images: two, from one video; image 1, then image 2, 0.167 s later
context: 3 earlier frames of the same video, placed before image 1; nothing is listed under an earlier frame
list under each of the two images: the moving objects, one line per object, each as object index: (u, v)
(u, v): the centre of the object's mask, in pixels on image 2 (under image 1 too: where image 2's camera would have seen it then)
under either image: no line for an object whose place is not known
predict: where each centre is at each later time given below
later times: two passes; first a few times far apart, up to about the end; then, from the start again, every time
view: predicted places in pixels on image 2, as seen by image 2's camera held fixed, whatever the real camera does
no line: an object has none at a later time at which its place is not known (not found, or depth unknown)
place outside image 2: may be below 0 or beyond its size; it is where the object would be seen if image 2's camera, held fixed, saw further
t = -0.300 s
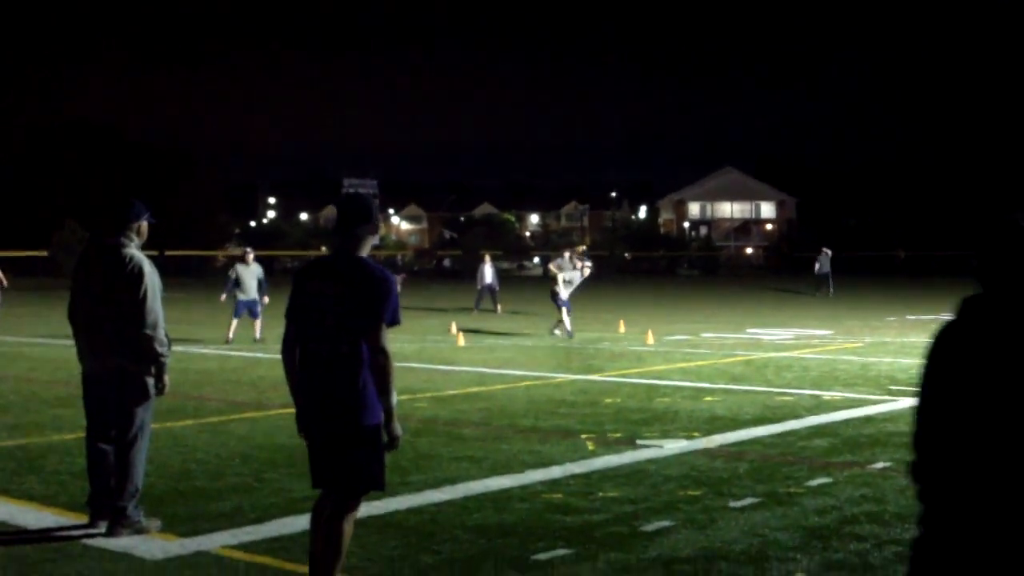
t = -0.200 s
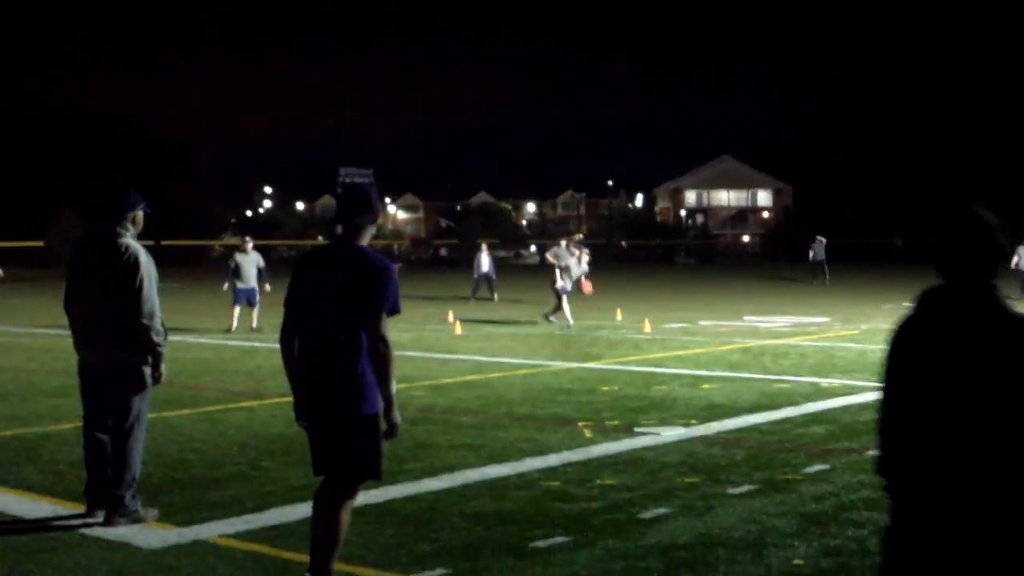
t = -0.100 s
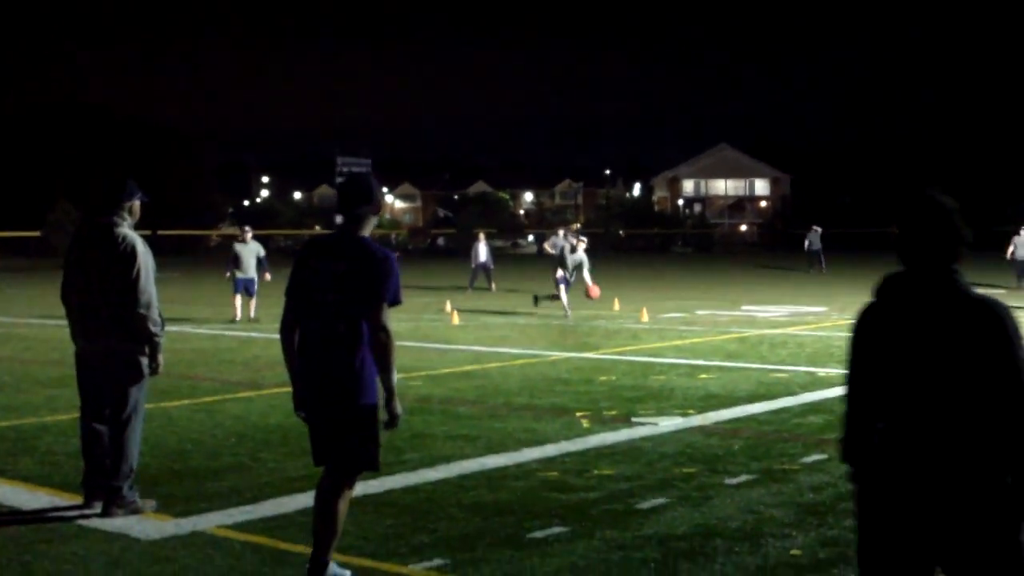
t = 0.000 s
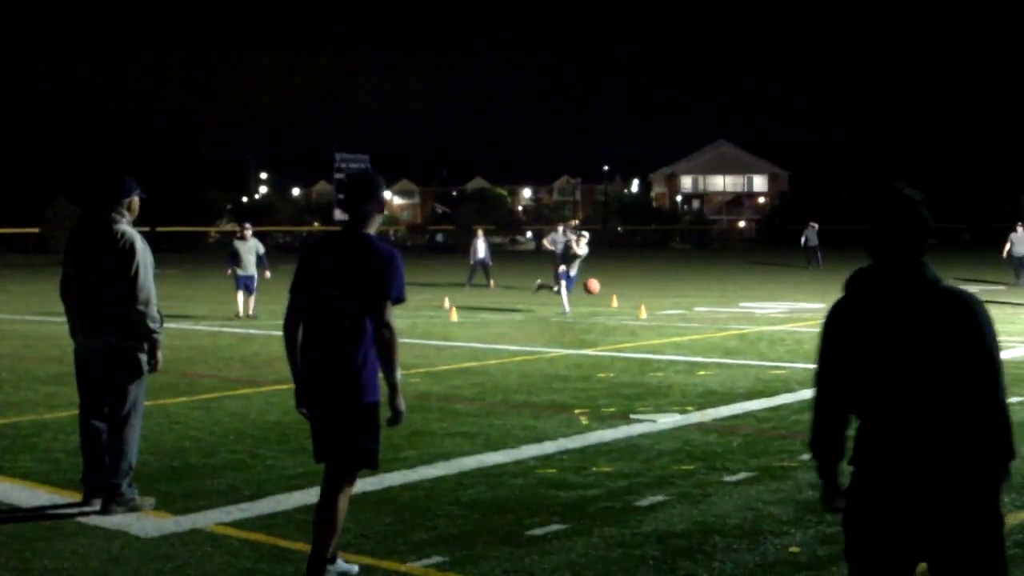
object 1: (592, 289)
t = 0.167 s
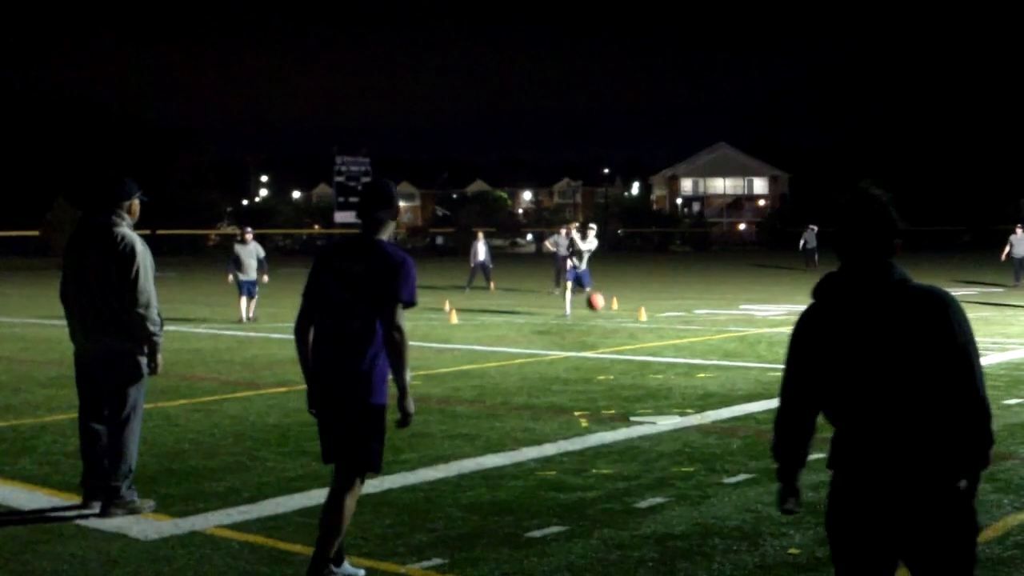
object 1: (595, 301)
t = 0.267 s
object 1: (599, 321)
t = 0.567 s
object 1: (611, 318)
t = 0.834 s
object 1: (628, 361)
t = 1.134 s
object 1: (652, 365)
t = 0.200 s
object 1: (596, 307)
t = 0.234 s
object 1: (598, 314)
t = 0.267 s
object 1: (599, 321)
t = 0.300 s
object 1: (601, 332)
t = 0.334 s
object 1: (602, 337)
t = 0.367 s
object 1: (603, 332)
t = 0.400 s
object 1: (604, 328)
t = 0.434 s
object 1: (605, 325)
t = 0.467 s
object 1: (606, 322)
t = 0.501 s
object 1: (608, 320)
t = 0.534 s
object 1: (610, 318)
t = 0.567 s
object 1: (611, 318)
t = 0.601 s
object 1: (613, 319)
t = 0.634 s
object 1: (614, 320)
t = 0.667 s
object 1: (616, 325)
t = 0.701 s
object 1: (618, 329)
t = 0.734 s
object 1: (620, 334)
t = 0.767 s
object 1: (622, 340)
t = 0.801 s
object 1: (625, 351)
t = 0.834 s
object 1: (628, 361)
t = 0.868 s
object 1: (629, 373)
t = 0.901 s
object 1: (632, 376)
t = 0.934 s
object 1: (635, 372)
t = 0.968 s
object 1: (637, 368)
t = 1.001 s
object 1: (639, 365)
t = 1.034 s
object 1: (642, 363)
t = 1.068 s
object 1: (646, 363)
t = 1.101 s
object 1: (648, 363)
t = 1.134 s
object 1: (652, 365)
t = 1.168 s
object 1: (656, 369)
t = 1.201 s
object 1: (660, 375)
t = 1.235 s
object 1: (664, 381)
